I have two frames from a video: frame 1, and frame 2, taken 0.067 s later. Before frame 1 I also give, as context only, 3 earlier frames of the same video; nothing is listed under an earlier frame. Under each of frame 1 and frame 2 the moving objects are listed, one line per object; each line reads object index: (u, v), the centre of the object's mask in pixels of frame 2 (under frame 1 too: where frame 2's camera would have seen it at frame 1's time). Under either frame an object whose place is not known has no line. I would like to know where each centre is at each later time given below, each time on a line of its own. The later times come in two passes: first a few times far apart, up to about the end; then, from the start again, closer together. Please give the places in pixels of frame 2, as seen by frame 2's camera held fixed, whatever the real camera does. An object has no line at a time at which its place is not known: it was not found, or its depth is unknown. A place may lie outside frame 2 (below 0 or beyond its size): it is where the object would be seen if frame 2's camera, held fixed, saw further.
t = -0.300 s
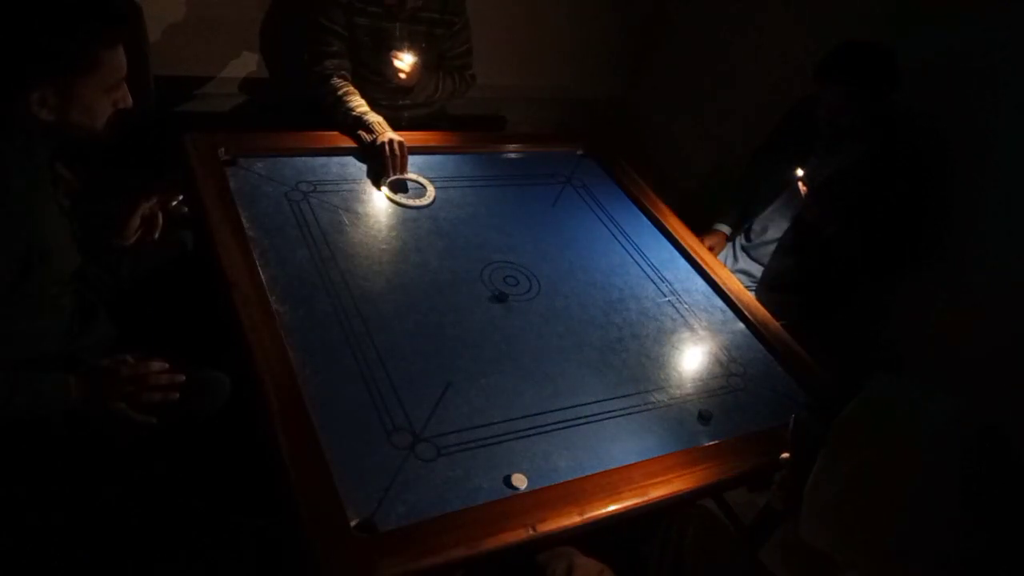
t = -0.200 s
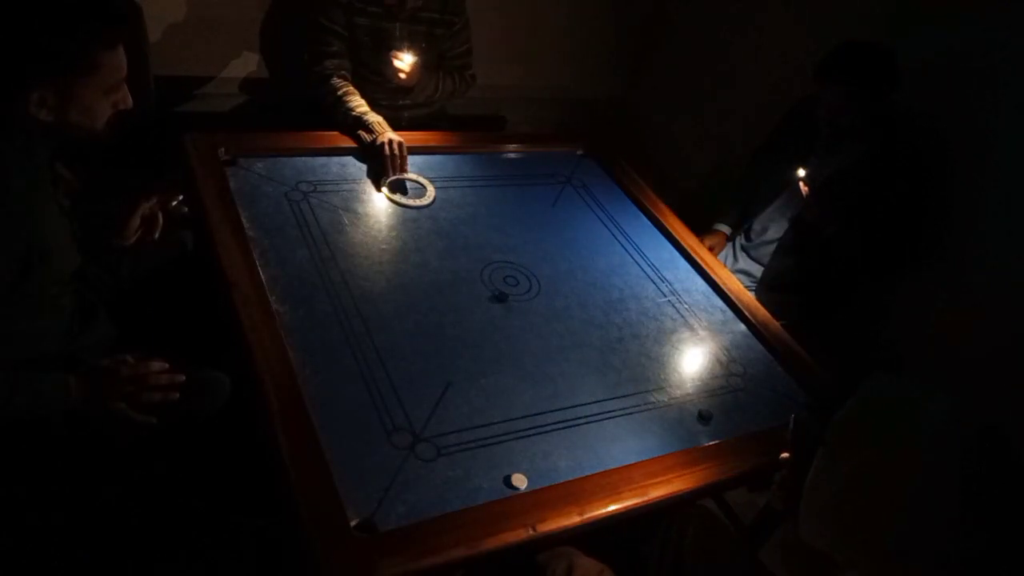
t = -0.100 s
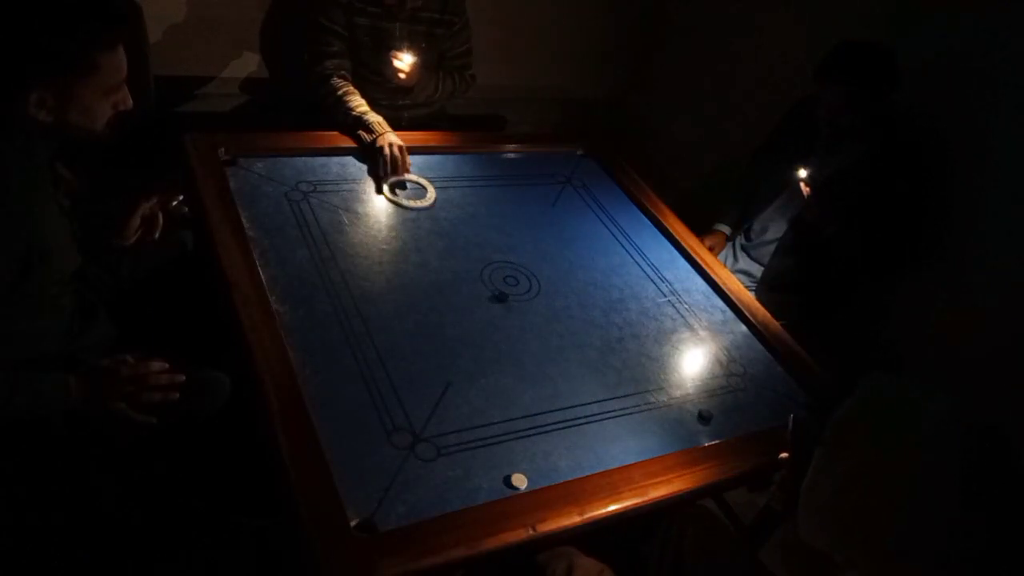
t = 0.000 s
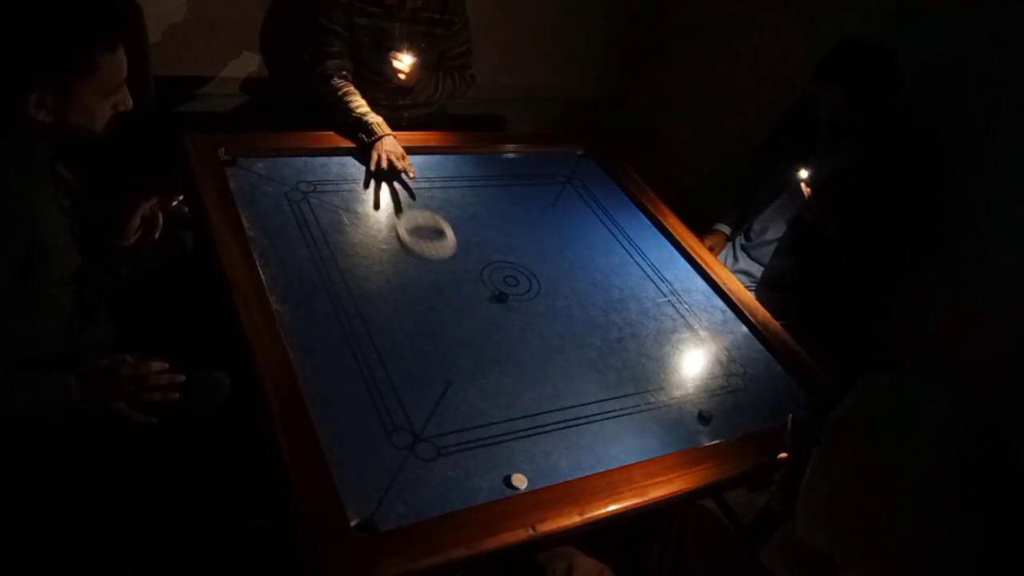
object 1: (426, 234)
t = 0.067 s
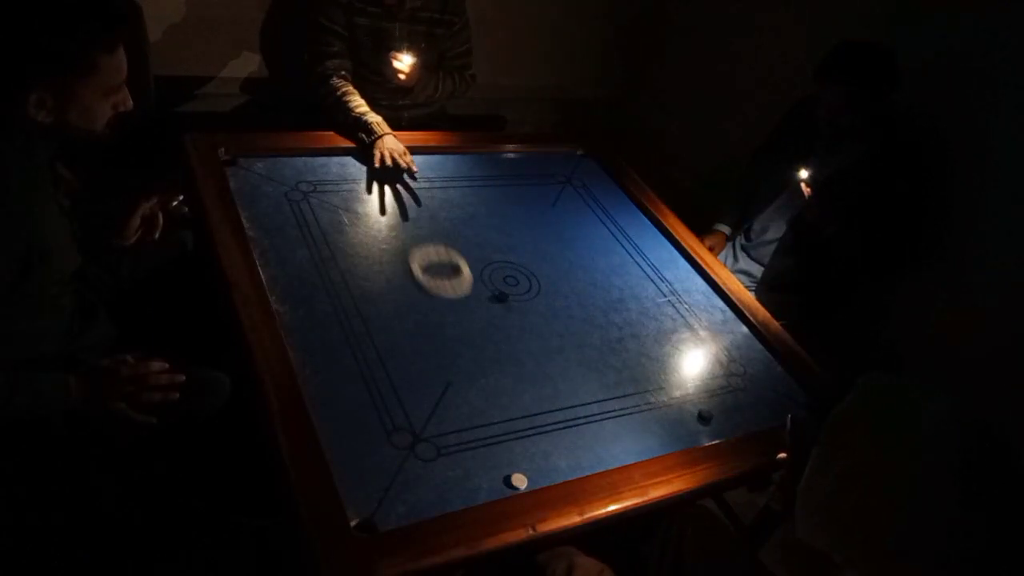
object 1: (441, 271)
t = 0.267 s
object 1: (496, 408)
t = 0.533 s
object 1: (535, 442)
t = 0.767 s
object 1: (556, 432)
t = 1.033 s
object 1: (577, 421)
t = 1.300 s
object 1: (595, 412)
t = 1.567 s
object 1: (611, 405)
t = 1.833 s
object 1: (624, 400)
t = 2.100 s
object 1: (636, 395)
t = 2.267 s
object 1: (643, 392)
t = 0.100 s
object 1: (449, 290)
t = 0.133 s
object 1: (458, 312)
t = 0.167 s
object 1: (466, 334)
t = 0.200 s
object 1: (476, 357)
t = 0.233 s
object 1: (486, 383)
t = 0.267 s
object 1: (496, 408)
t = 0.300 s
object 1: (507, 436)
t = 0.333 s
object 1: (515, 452)
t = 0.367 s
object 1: (519, 450)
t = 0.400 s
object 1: (522, 449)
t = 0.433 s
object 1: (525, 447)
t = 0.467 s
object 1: (529, 446)
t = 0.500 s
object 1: (532, 444)
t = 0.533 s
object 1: (535, 442)
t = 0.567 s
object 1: (538, 441)
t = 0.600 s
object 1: (542, 439)
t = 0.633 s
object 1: (545, 437)
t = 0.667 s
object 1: (548, 436)
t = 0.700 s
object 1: (550, 435)
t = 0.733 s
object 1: (554, 433)
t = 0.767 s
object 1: (556, 432)
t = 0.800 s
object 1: (559, 430)
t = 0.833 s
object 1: (562, 429)
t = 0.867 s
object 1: (564, 428)
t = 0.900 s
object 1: (567, 426)
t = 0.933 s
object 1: (570, 425)
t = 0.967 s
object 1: (572, 424)
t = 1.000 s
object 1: (575, 423)
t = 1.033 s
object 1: (577, 421)
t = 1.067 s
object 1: (580, 420)
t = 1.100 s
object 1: (582, 419)
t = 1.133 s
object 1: (584, 418)
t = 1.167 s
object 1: (587, 416)
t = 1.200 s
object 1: (589, 415)
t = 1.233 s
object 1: (591, 414)
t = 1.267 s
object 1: (593, 413)
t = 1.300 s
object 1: (595, 412)
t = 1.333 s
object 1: (597, 411)
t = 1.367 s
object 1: (599, 410)
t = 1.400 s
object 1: (601, 409)
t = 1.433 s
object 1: (604, 409)
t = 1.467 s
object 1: (605, 408)
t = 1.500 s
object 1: (607, 407)
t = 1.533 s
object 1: (609, 406)
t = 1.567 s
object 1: (611, 405)
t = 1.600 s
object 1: (613, 404)
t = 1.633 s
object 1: (615, 403)
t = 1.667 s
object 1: (617, 403)
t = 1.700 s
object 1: (618, 402)
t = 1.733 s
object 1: (620, 401)
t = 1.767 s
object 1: (622, 400)
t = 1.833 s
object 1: (624, 400)
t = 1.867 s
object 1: (625, 399)
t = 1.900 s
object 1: (627, 398)
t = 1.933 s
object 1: (629, 398)
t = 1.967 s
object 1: (630, 397)
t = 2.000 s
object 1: (632, 396)
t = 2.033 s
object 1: (633, 396)
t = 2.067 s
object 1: (635, 395)
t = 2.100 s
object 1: (636, 395)
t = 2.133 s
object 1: (638, 394)
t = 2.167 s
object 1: (639, 393)
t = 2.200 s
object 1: (640, 393)
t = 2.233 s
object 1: (642, 392)
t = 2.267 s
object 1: (643, 392)
